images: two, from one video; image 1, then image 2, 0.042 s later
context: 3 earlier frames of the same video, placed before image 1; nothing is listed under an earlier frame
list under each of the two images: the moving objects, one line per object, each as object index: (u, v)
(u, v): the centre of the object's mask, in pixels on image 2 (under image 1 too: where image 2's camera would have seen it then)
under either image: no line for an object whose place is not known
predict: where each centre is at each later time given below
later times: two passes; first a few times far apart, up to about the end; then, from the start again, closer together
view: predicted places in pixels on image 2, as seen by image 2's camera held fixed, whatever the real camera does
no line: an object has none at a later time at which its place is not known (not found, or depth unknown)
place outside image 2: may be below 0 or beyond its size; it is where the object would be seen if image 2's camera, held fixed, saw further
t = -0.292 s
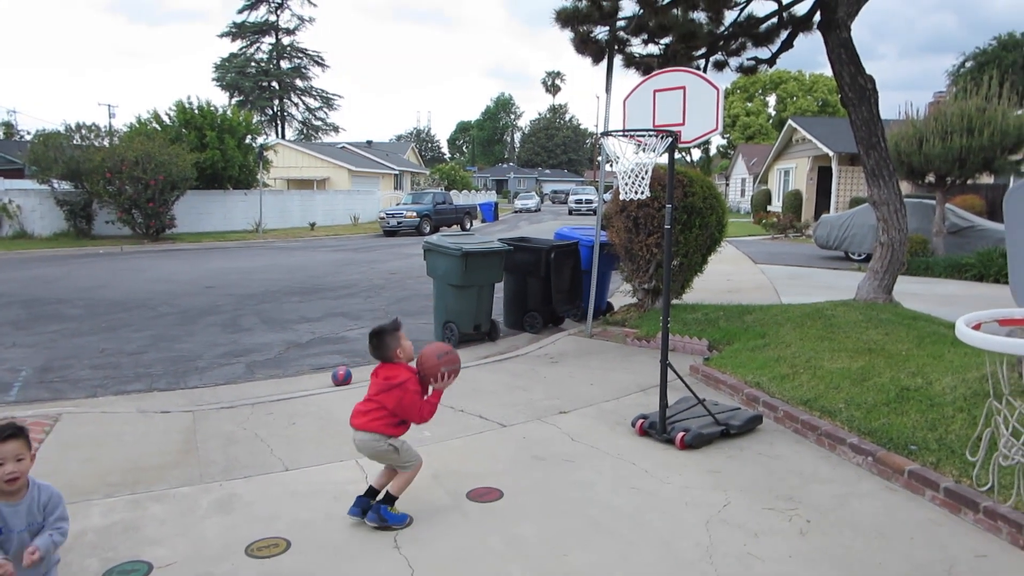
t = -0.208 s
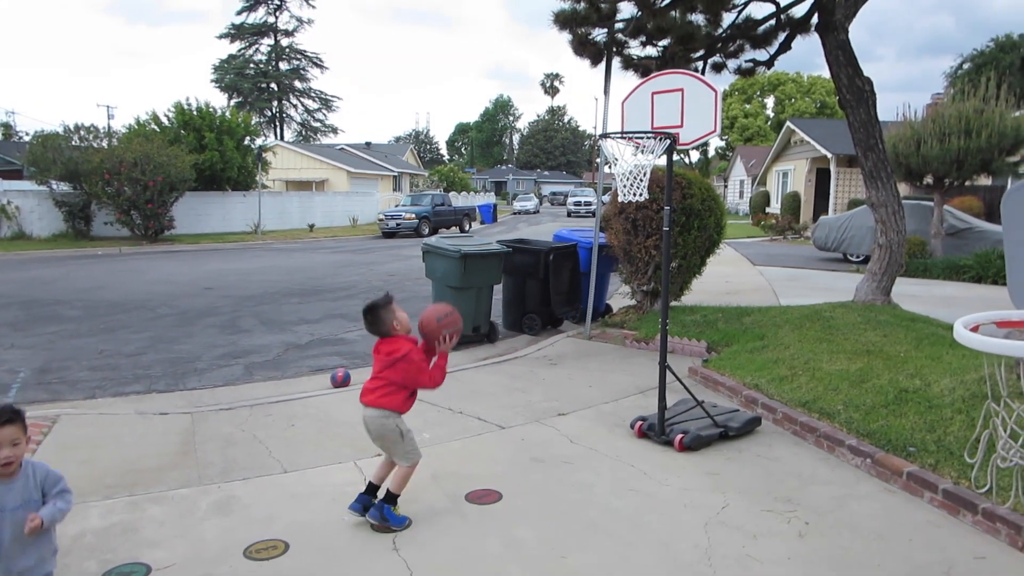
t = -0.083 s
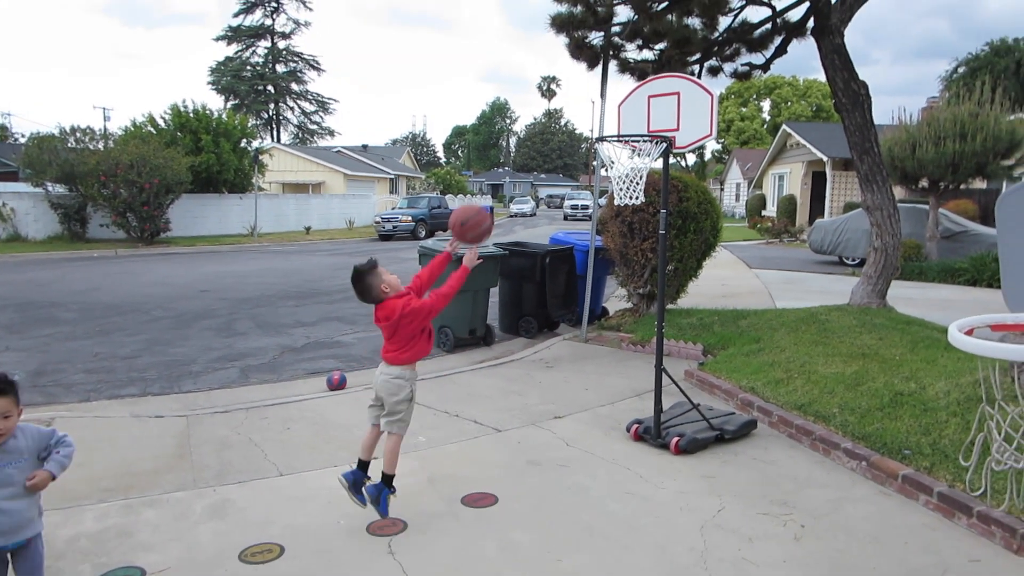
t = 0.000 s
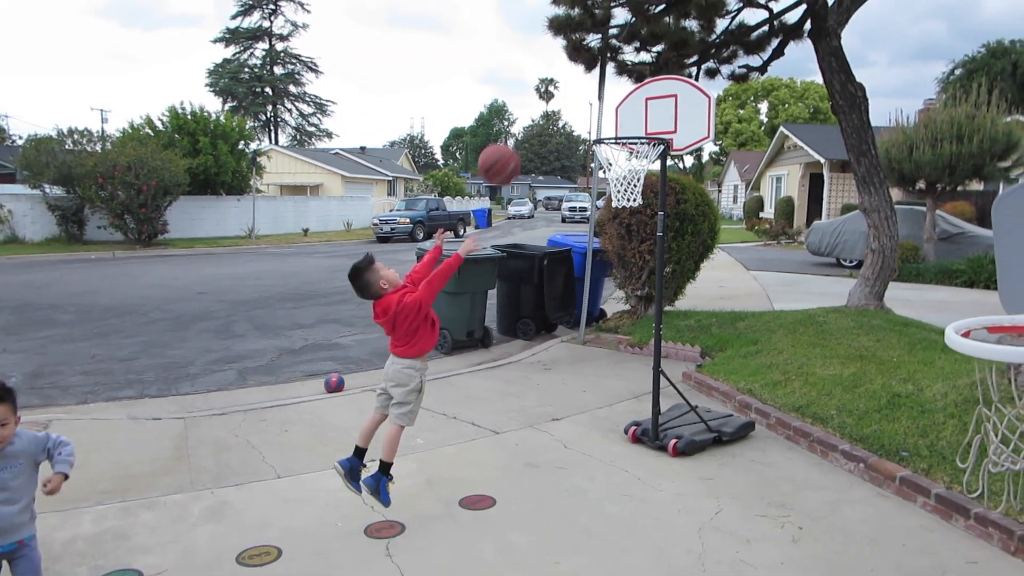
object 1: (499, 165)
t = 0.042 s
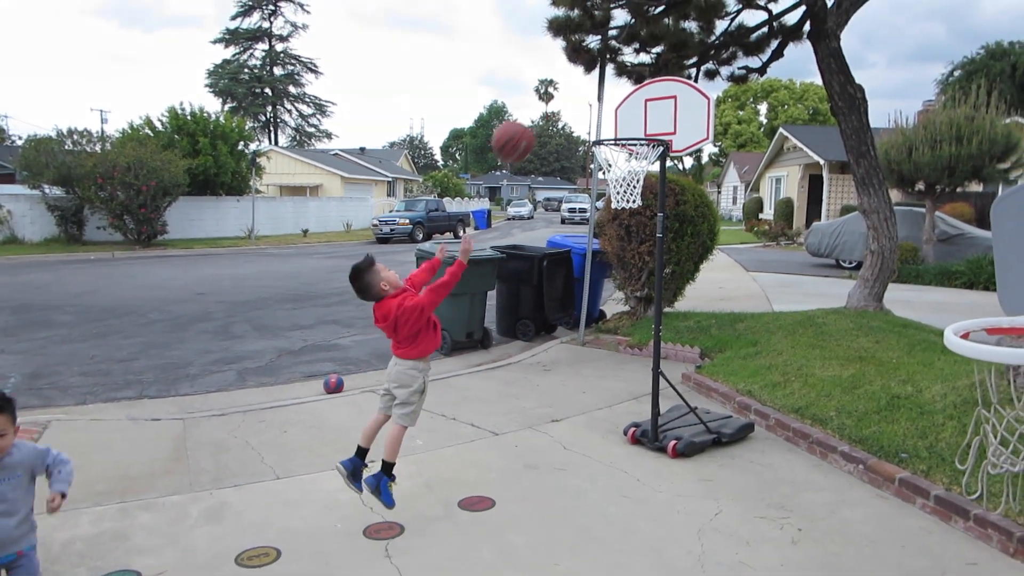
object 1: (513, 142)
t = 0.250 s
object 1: (579, 76)
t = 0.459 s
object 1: (631, 95)
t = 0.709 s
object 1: (619, 166)
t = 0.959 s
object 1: (614, 217)
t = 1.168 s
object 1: (613, 323)
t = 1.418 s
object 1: (622, 400)
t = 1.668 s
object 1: (658, 285)
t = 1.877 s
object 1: (683, 271)
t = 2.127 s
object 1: (707, 354)
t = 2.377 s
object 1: (726, 399)
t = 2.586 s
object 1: (744, 326)
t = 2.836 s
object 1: (761, 332)
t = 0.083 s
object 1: (527, 121)
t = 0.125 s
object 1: (541, 104)
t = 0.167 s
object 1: (554, 91)
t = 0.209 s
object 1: (567, 82)
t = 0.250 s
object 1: (579, 76)
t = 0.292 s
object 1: (590, 74)
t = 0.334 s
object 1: (601, 75)
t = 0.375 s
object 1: (611, 78)
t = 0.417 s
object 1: (622, 85)
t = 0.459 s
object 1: (631, 95)
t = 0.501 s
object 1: (641, 108)
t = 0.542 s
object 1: (640, 119)
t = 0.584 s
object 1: (634, 132)
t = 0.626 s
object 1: (630, 141)
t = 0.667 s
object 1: (625, 154)
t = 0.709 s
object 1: (619, 166)
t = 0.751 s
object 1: (613, 181)
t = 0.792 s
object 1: (609, 182)
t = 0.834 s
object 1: (611, 192)
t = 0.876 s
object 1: (613, 201)
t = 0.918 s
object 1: (613, 205)
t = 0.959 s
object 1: (614, 217)
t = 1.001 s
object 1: (614, 232)
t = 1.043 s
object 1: (614, 250)
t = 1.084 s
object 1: (614, 270)
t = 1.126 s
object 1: (613, 295)
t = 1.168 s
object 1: (613, 323)
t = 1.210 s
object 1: (612, 353)
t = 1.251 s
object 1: (611, 387)
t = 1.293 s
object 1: (610, 424)
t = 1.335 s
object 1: (610, 461)
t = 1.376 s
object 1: (616, 430)
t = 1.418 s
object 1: (622, 400)
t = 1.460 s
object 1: (629, 375)
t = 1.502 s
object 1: (635, 351)
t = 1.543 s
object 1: (641, 330)
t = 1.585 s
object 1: (646, 312)
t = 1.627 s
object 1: (652, 297)
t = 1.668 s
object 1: (658, 285)
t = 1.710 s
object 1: (663, 277)
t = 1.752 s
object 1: (668, 270)
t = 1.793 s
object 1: (674, 268)
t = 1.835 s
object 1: (678, 268)
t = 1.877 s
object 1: (683, 271)
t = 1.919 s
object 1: (687, 278)
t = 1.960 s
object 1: (691, 287)
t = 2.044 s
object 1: (699, 315)
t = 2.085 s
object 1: (703, 333)
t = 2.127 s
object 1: (707, 354)
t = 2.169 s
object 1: (710, 379)
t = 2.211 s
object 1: (713, 405)
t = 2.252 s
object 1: (715, 434)
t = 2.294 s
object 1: (718, 446)
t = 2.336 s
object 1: (723, 422)
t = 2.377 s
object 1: (726, 399)
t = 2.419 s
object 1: (730, 379)
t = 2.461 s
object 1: (734, 361)
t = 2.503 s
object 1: (738, 346)
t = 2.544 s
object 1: (741, 335)
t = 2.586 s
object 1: (744, 326)
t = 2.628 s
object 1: (747, 320)
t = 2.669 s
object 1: (751, 316)
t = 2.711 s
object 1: (753, 316)
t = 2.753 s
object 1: (756, 319)
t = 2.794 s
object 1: (759, 324)
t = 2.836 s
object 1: (761, 332)
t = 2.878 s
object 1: (764, 343)
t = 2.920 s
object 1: (765, 358)
